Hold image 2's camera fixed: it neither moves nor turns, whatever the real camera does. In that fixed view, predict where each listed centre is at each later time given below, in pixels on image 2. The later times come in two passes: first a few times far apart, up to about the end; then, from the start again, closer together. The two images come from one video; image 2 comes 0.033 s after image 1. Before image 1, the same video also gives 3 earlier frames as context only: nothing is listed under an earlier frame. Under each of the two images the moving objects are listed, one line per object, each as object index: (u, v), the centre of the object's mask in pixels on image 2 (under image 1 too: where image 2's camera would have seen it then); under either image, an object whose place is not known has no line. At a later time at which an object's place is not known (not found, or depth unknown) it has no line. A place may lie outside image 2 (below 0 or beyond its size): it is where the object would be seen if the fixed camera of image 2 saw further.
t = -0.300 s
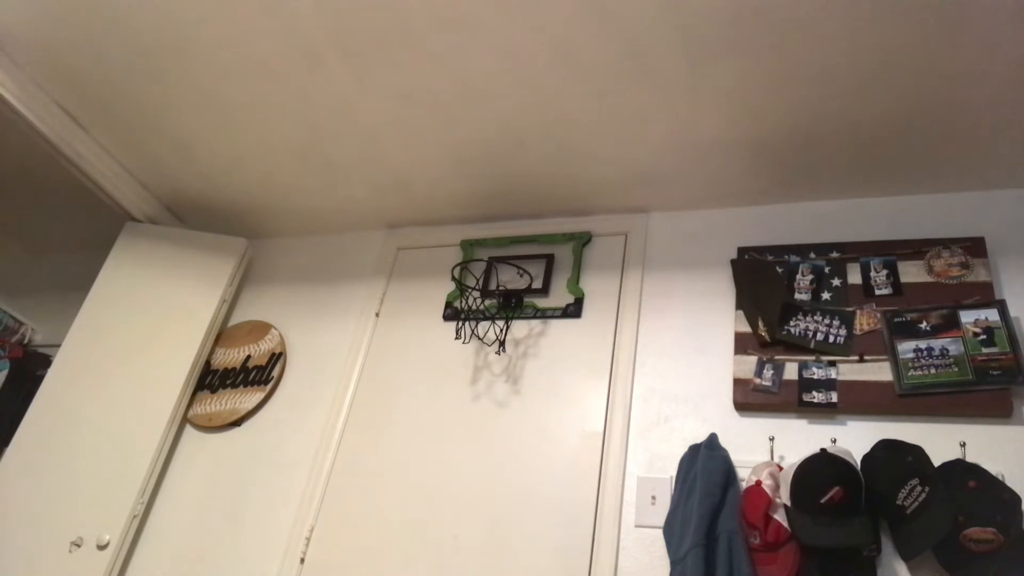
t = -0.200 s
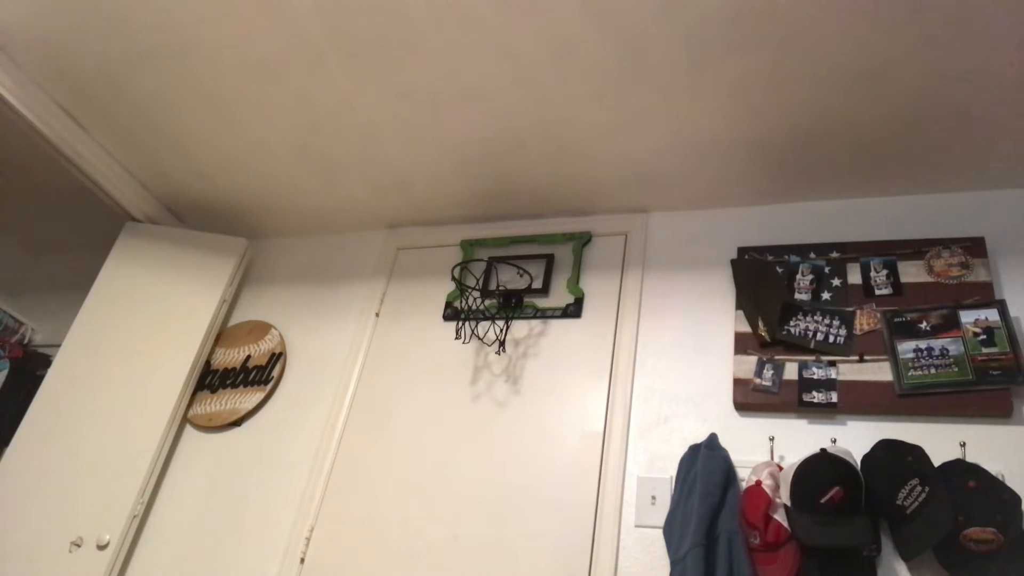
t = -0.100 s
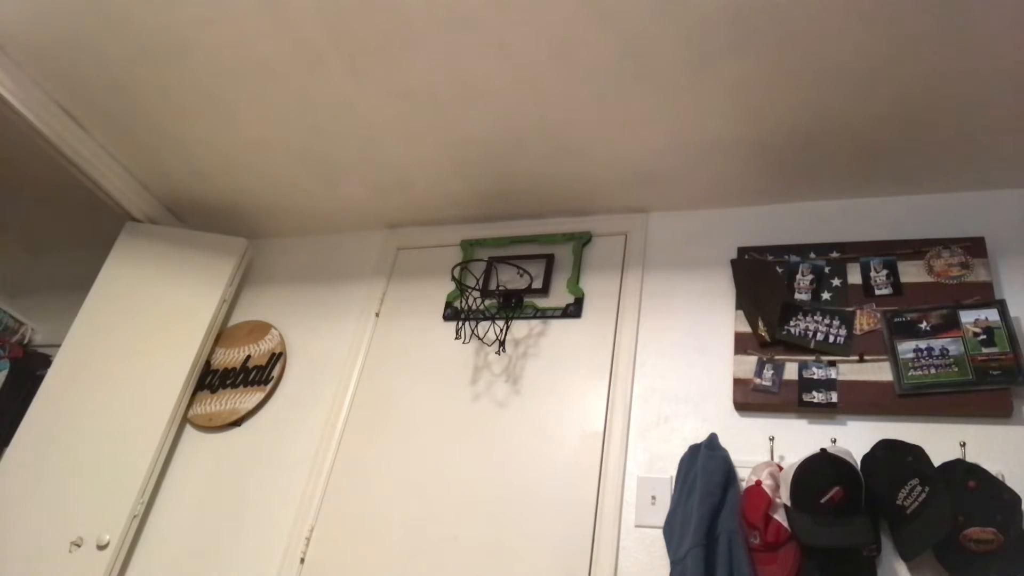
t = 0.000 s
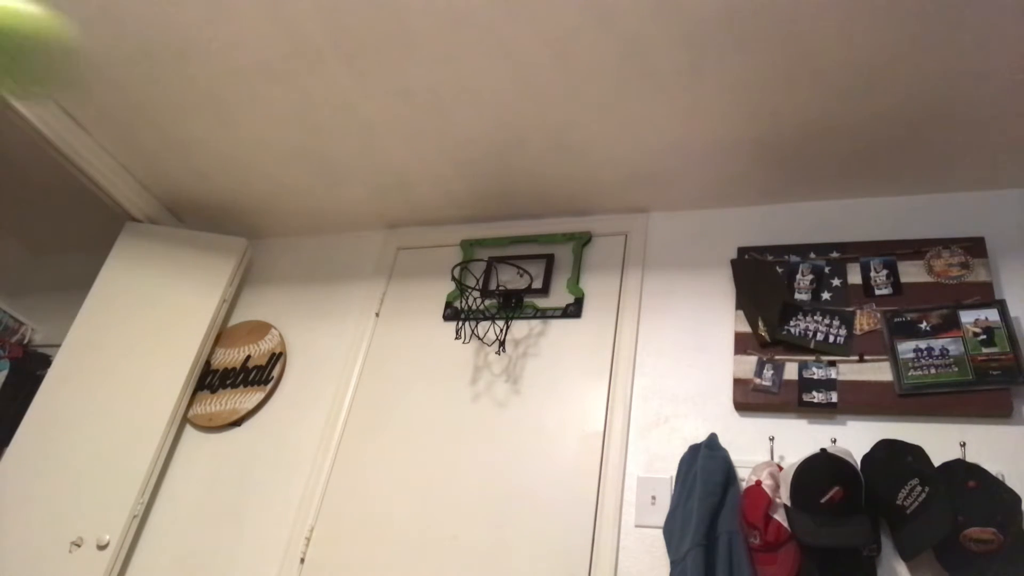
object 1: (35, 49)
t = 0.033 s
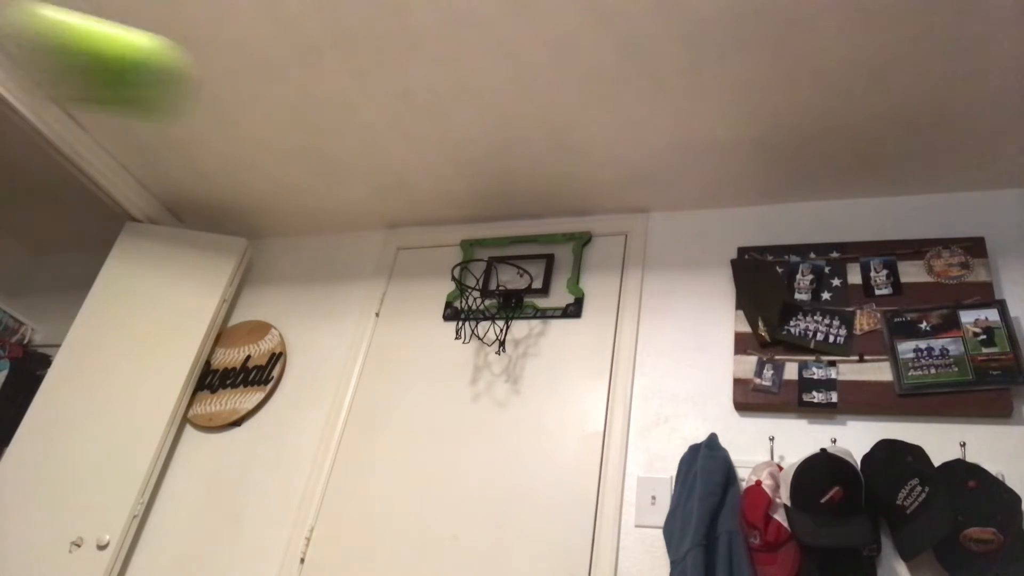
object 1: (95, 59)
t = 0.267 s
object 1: (460, 230)
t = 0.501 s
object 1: (438, 204)
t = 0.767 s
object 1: (201, 259)
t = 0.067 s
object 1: (201, 88)
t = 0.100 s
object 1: (273, 112)
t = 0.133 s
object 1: (330, 137)
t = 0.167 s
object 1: (373, 161)
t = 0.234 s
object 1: (436, 206)
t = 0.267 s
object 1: (460, 230)
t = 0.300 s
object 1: (480, 252)
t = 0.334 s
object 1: (492, 267)
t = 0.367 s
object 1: (483, 254)
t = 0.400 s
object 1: (476, 234)
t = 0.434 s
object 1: (464, 223)
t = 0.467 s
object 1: (452, 213)
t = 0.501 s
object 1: (438, 204)
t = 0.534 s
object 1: (422, 197)
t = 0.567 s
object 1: (404, 193)
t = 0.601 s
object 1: (382, 193)
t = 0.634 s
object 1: (358, 195)
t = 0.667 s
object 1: (328, 202)
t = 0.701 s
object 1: (292, 215)
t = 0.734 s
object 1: (251, 233)
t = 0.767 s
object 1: (201, 259)
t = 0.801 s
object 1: (132, 304)
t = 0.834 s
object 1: (55, 362)
